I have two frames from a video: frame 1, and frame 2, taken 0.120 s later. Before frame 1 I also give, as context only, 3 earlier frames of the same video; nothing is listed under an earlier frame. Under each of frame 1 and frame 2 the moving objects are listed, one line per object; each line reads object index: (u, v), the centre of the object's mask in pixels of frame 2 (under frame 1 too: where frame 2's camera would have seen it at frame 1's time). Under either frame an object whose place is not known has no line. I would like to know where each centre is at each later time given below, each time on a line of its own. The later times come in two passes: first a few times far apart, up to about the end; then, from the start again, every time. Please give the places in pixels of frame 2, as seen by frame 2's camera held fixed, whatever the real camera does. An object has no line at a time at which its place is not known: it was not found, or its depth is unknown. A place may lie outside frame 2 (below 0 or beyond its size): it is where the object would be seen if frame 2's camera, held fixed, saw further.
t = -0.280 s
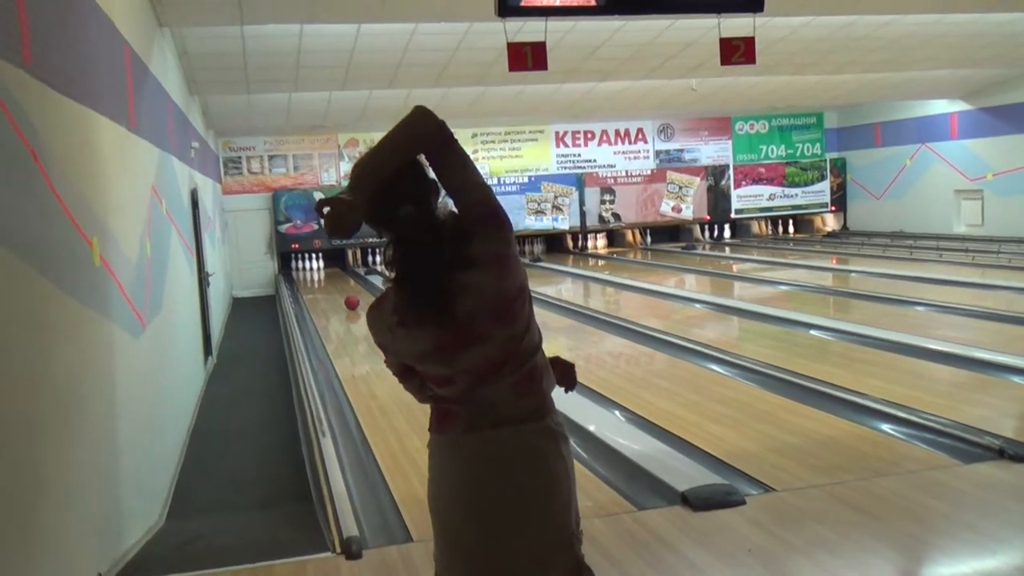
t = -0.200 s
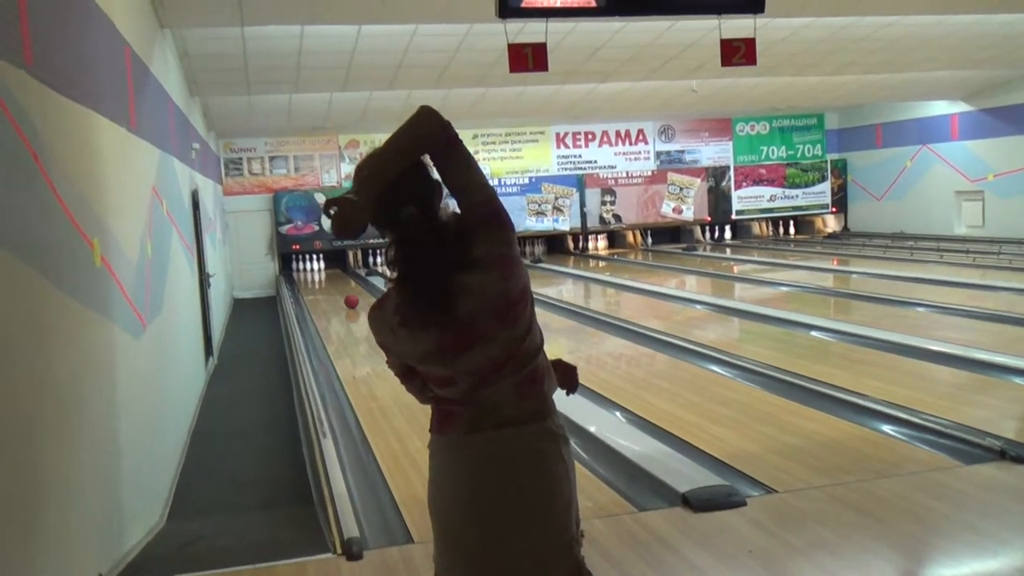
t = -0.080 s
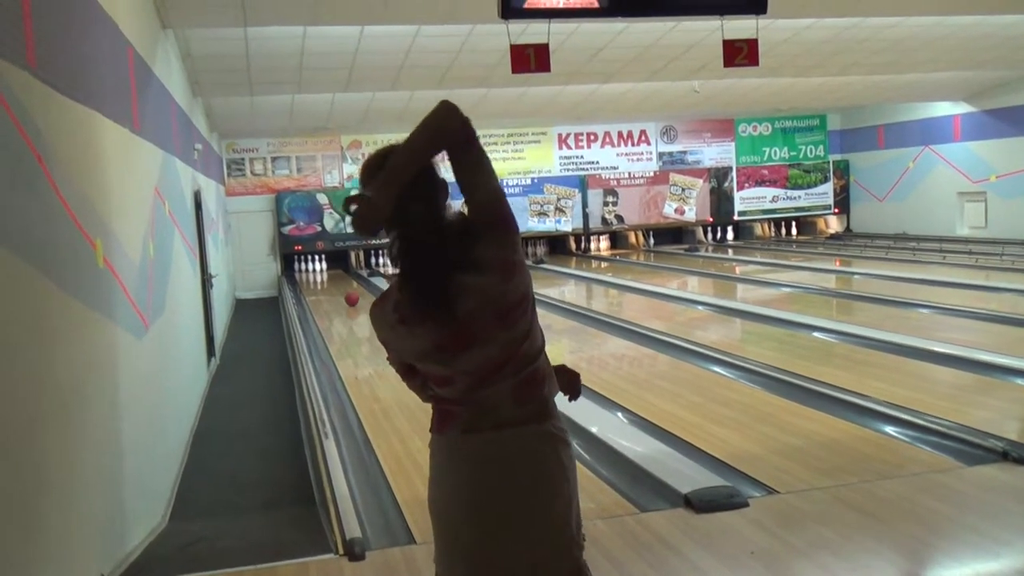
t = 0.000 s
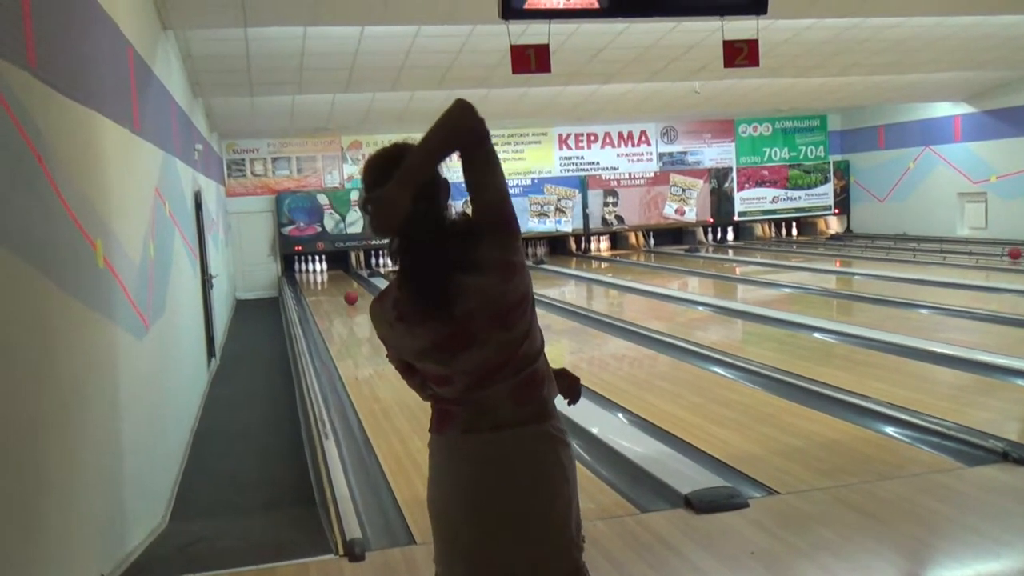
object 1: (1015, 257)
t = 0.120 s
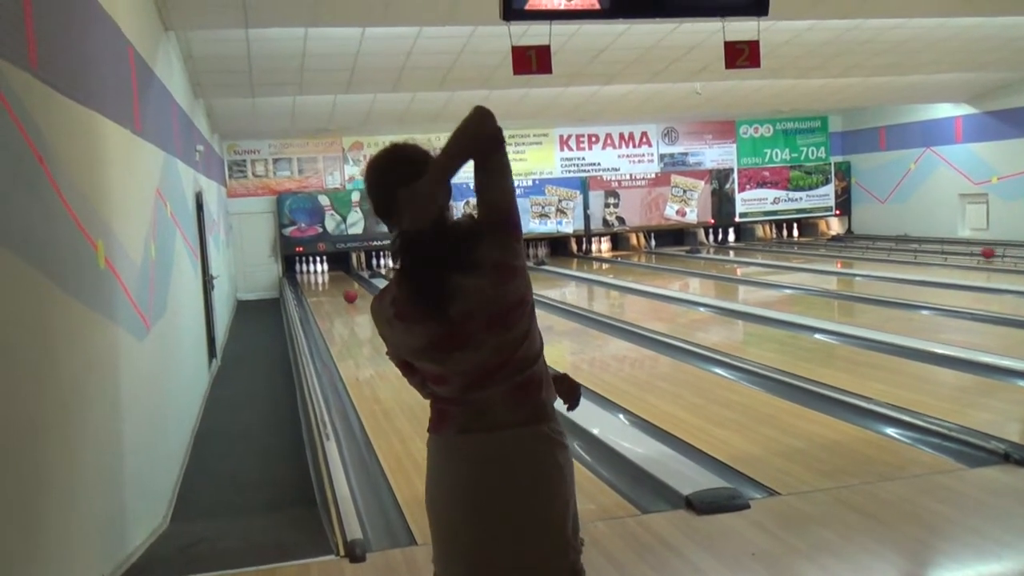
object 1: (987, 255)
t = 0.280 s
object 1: (953, 253)
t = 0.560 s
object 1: (902, 250)
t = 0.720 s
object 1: (875, 247)
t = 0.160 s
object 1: (978, 254)
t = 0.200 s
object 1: (970, 254)
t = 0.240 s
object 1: (962, 253)
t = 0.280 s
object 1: (953, 253)
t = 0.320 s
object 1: (946, 252)
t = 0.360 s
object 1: (938, 252)
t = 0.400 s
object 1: (930, 251)
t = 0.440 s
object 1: (923, 251)
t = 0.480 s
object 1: (916, 250)
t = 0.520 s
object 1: (909, 250)
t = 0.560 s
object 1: (902, 250)
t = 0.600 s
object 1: (895, 249)
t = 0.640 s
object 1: (889, 248)
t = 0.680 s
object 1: (882, 248)
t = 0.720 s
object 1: (875, 247)
